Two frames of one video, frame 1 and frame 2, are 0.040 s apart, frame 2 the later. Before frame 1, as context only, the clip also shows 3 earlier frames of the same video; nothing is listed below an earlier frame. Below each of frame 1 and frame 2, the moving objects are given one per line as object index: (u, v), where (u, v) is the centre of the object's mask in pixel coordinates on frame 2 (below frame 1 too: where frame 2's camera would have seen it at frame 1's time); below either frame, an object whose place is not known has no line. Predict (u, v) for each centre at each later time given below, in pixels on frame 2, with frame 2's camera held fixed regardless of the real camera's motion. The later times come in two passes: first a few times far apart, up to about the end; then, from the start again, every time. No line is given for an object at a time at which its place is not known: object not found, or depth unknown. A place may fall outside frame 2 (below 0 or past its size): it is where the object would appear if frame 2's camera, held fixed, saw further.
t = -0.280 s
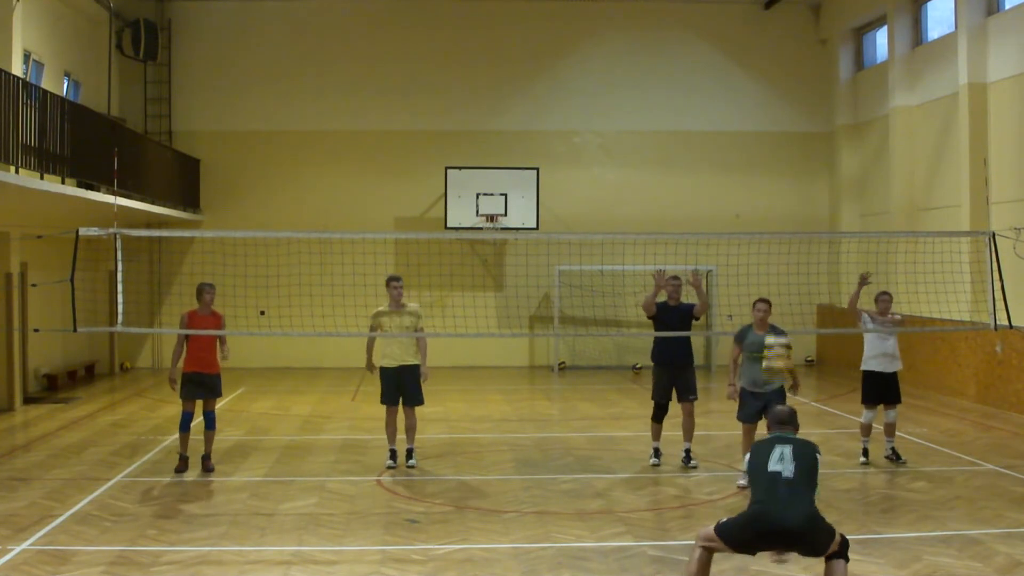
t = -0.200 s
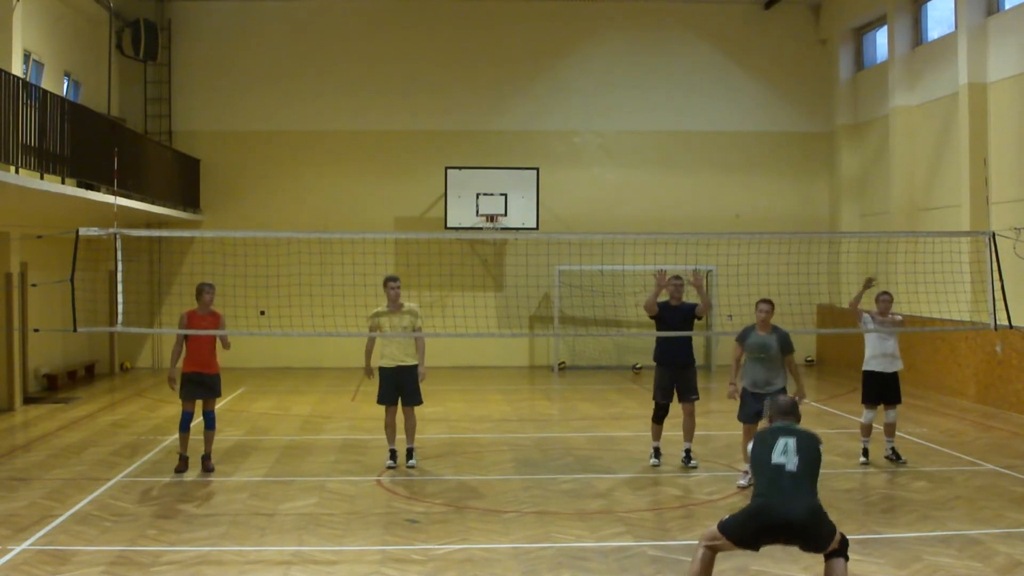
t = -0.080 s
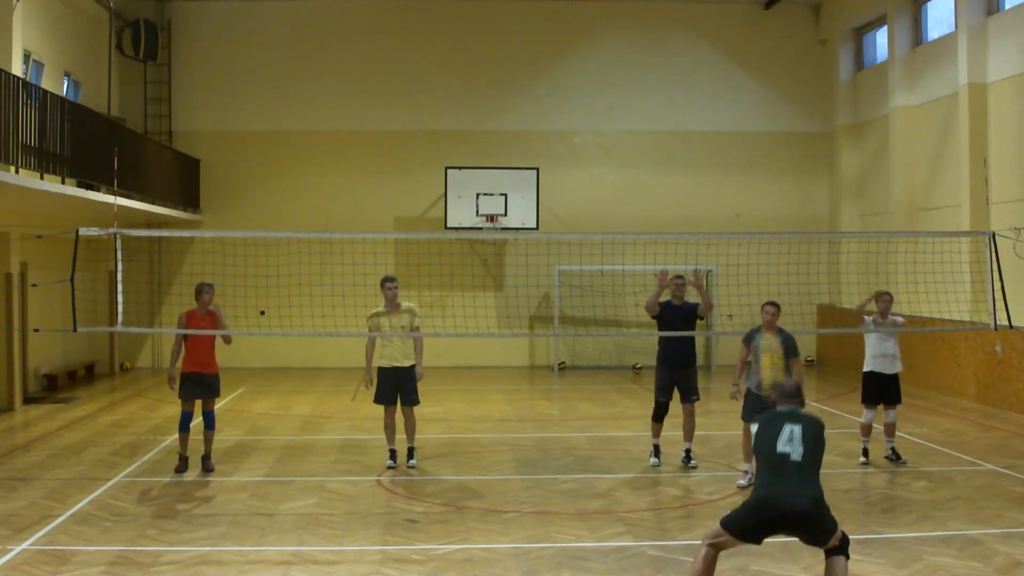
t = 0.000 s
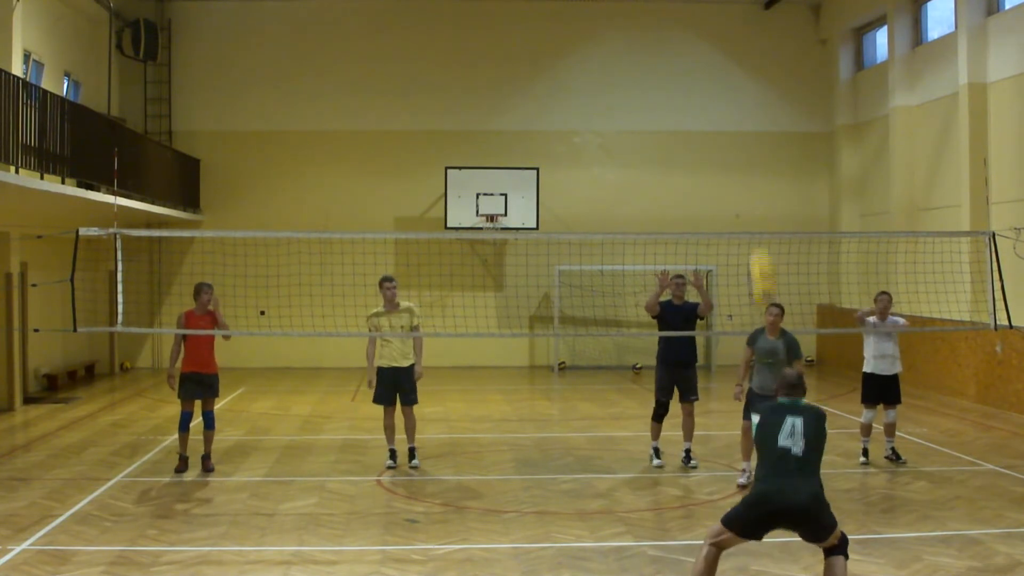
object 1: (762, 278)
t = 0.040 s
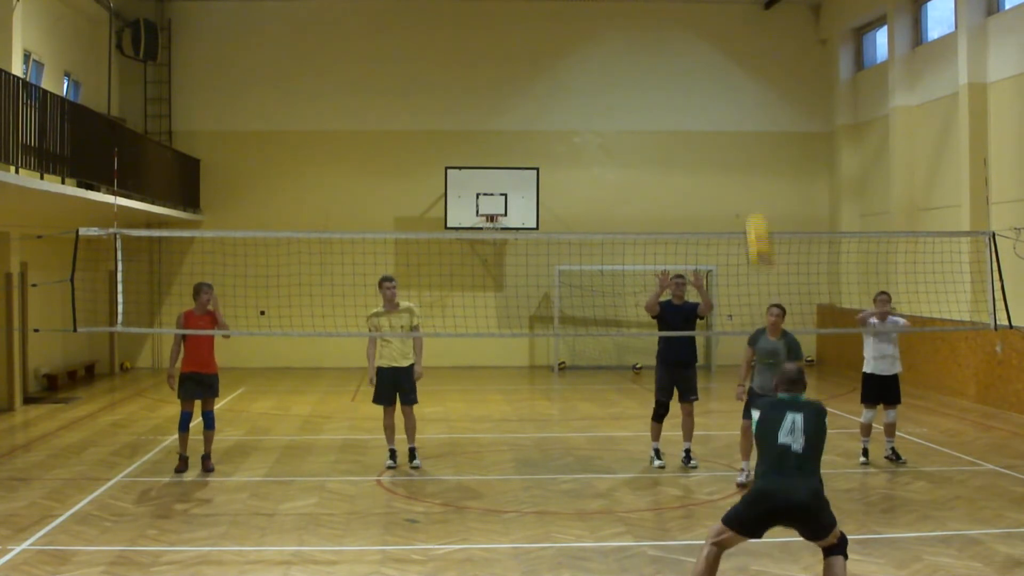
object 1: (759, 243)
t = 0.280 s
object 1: (746, 88)
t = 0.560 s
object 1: (732, 32)
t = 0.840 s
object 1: (721, 74)
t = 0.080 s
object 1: (756, 208)
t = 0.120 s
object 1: (754, 178)
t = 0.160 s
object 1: (753, 151)
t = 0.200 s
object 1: (750, 127)
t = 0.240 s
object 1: (748, 106)
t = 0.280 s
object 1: (746, 88)
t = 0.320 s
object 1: (744, 72)
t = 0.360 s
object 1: (742, 60)
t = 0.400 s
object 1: (739, 50)
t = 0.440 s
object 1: (737, 42)
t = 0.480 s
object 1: (735, 36)
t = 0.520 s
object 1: (733, 33)
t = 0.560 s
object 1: (732, 32)
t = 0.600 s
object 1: (730, 32)
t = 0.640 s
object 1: (729, 34)
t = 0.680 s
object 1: (727, 39)
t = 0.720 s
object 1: (725, 45)
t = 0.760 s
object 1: (724, 53)
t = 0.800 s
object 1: (722, 63)
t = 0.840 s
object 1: (721, 74)
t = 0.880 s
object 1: (720, 87)
